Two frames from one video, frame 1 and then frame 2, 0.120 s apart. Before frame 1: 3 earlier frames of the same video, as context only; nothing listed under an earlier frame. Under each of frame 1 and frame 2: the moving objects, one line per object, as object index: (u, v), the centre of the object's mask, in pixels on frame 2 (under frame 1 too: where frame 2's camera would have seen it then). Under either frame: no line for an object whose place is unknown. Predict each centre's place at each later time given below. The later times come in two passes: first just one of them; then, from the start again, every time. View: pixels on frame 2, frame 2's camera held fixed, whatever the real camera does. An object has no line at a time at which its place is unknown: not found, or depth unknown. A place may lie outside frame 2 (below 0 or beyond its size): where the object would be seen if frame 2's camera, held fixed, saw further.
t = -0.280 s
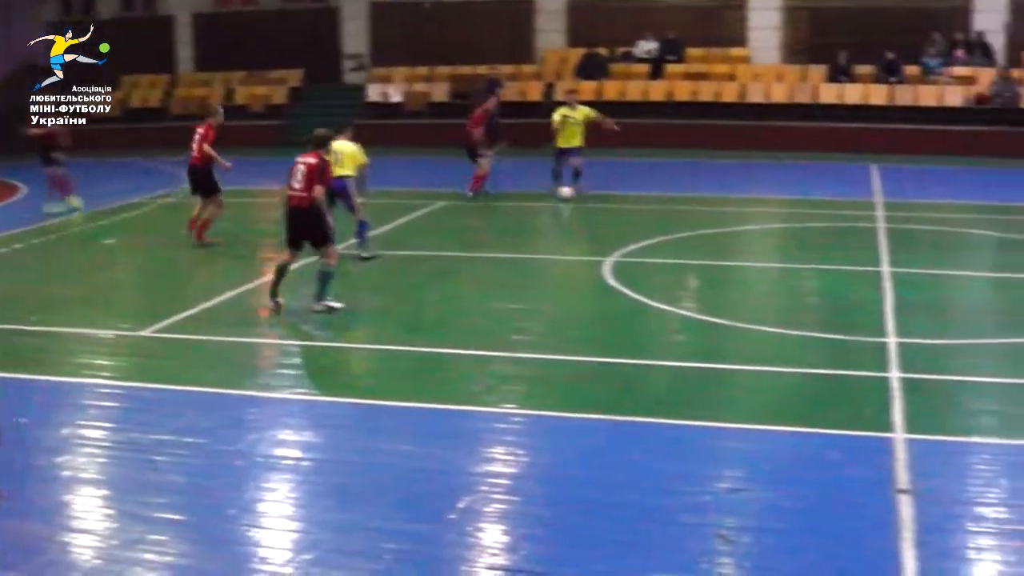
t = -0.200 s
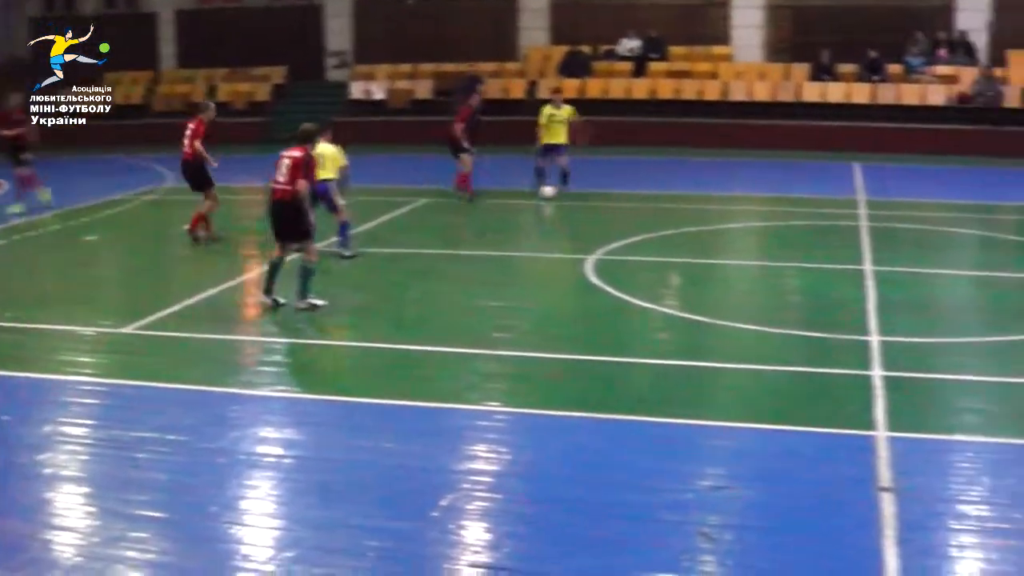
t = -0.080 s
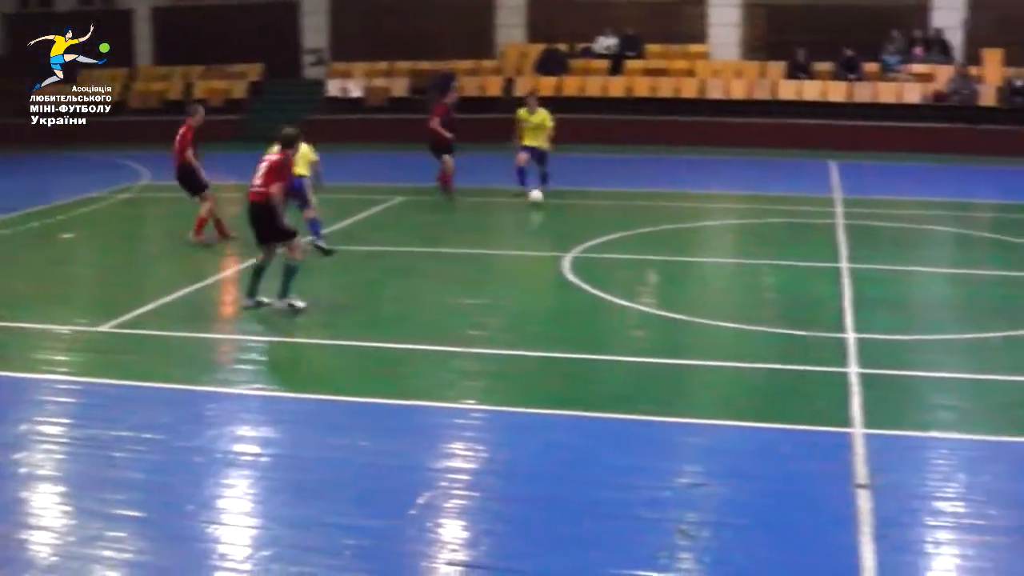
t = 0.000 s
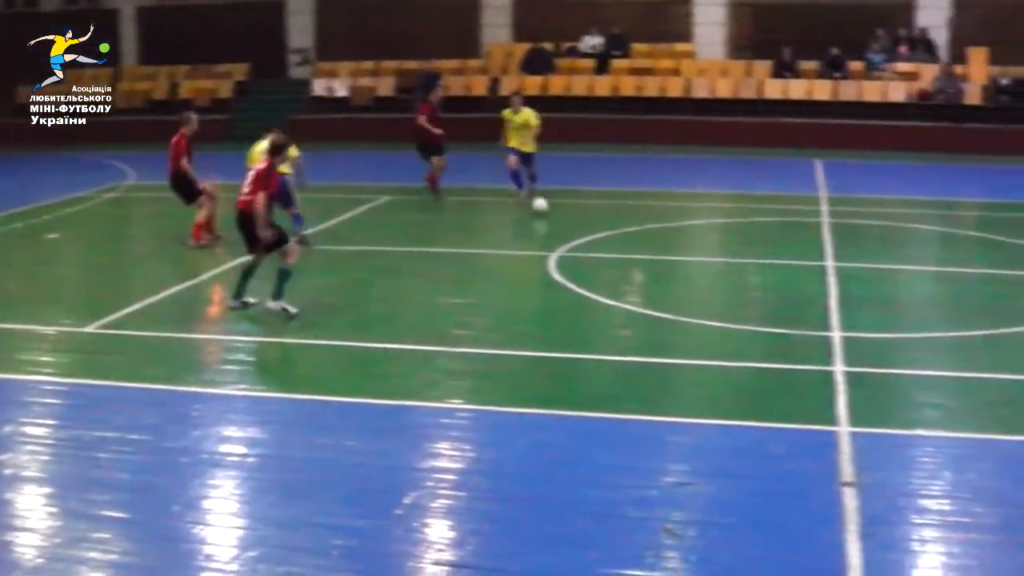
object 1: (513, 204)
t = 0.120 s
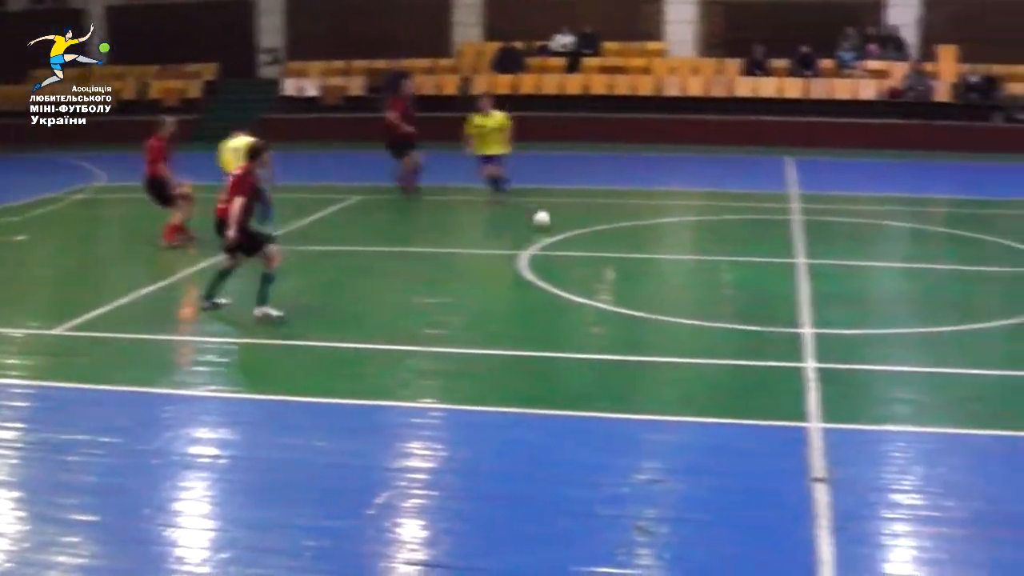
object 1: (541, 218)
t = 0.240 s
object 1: (574, 236)
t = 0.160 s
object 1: (552, 224)
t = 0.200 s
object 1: (563, 231)
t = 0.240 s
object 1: (574, 236)
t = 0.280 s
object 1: (585, 244)
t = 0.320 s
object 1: (597, 249)
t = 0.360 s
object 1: (611, 255)
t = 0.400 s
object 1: (623, 261)
